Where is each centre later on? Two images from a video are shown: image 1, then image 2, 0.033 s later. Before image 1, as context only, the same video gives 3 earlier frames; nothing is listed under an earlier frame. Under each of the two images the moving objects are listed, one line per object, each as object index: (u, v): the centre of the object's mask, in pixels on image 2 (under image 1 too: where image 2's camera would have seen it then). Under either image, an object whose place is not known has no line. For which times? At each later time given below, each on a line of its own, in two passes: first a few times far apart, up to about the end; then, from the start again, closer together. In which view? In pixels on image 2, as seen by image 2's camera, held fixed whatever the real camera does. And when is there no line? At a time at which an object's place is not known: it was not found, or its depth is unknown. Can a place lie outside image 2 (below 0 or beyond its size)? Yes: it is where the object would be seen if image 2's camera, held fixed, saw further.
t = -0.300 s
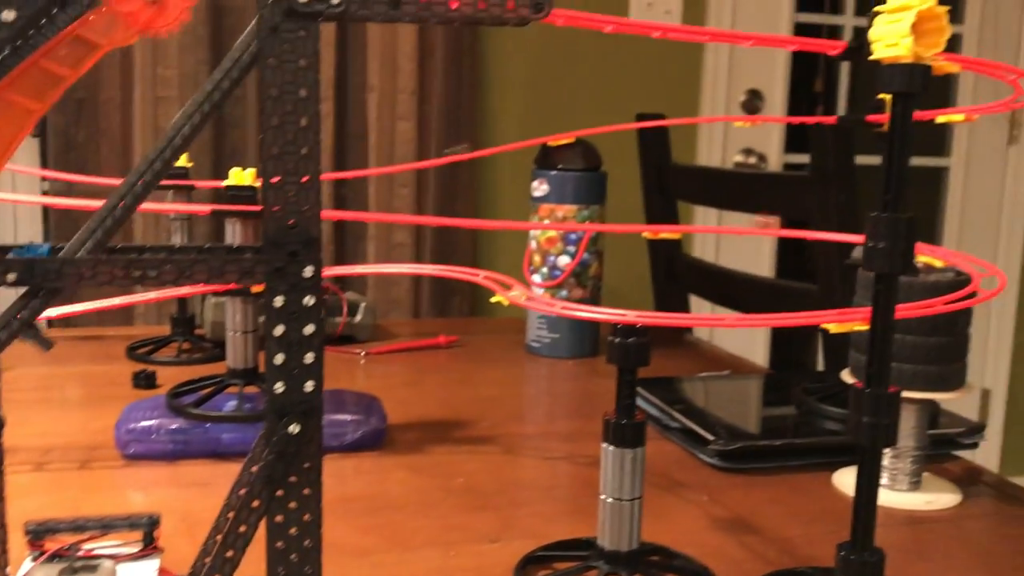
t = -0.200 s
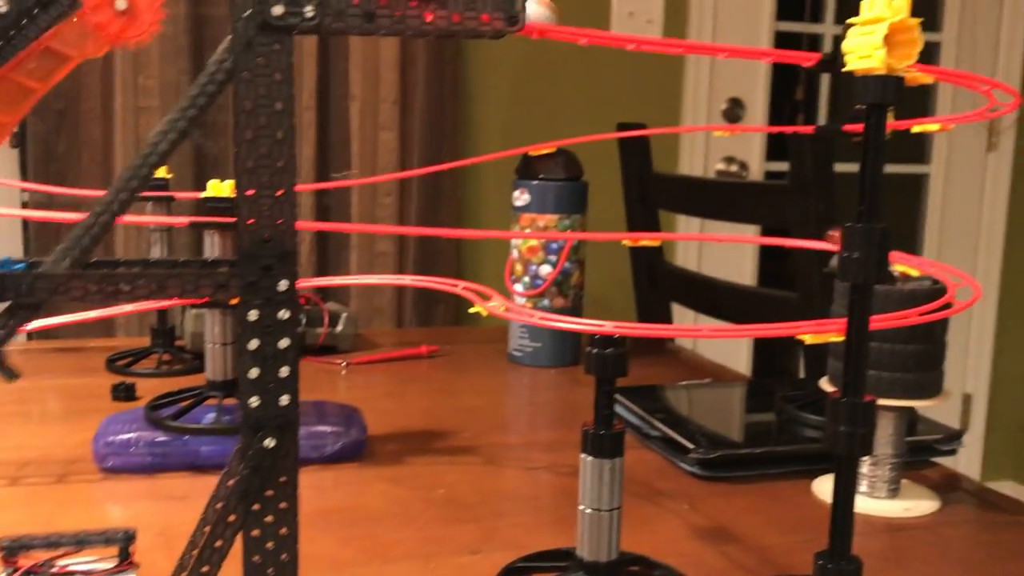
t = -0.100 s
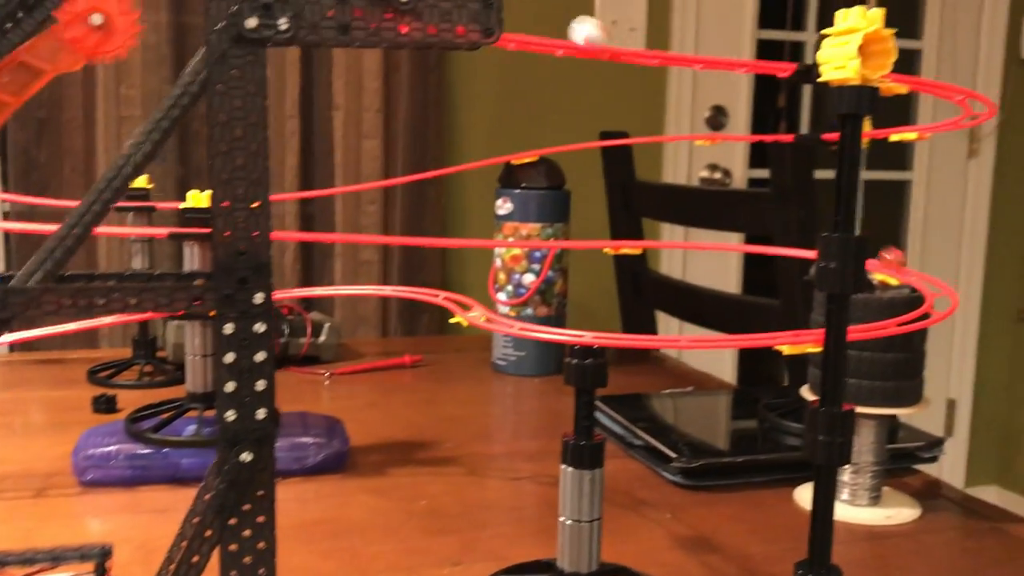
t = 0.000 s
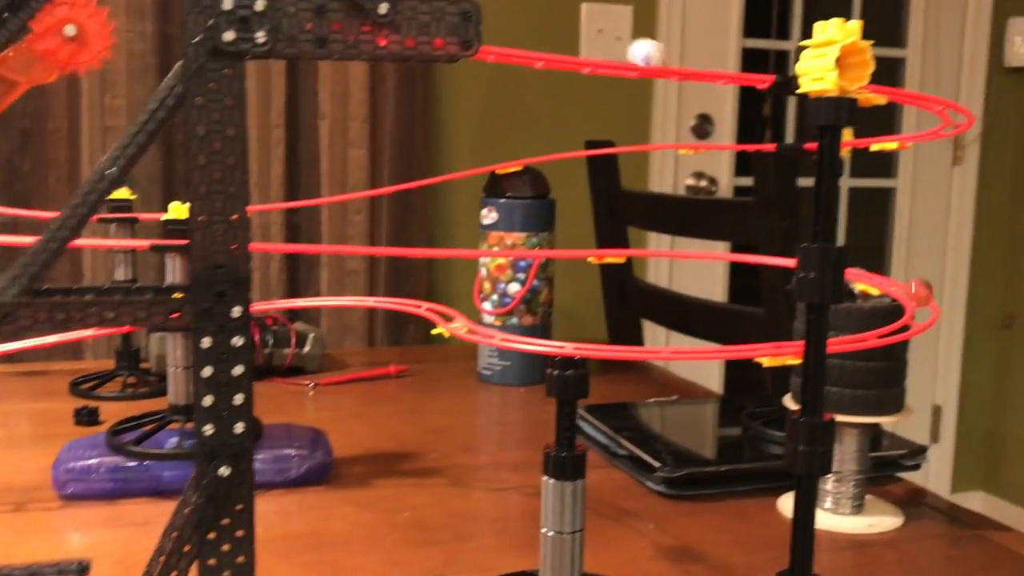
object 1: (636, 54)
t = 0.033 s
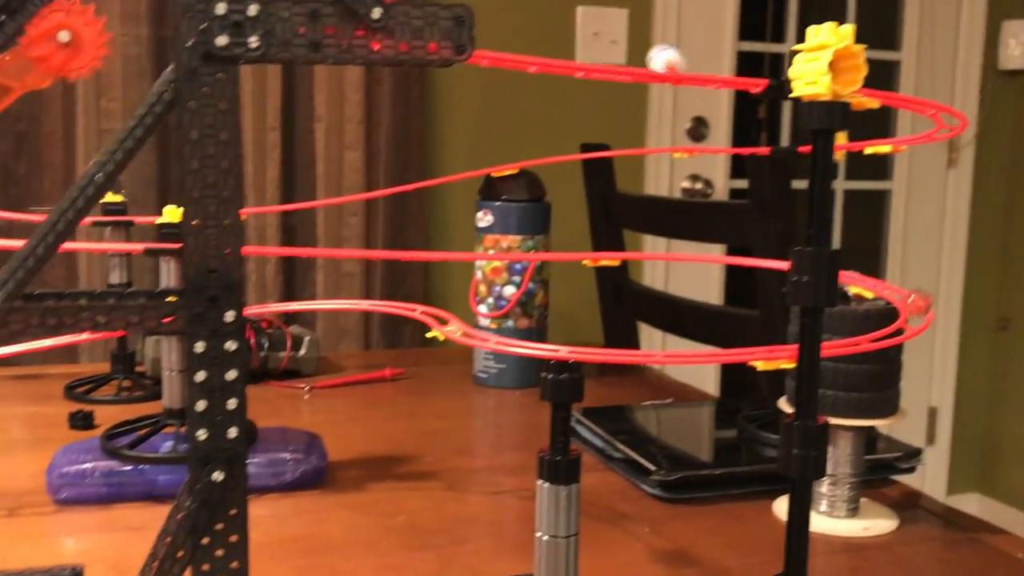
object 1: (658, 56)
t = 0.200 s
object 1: (777, 70)
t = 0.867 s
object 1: (770, 145)
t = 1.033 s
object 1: (700, 143)
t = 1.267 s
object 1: (613, 147)
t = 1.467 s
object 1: (479, 165)
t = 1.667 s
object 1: (311, 197)
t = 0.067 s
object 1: (685, 60)
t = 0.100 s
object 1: (710, 62)
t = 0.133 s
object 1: (735, 65)
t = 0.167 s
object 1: (759, 68)
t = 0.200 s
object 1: (777, 70)
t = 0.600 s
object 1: (927, 133)
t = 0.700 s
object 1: (873, 138)
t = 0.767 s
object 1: (832, 142)
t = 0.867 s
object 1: (770, 145)
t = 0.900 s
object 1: (758, 144)
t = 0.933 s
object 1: (743, 144)
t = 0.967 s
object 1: (729, 144)
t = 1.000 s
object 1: (713, 144)
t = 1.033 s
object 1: (700, 143)
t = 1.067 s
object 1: (689, 143)
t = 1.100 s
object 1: (678, 143)
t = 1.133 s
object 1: (668, 143)
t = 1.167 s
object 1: (657, 144)
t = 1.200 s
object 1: (643, 145)
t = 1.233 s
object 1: (631, 145)
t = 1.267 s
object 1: (613, 147)
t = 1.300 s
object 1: (593, 148)
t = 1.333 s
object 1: (570, 151)
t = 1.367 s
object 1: (548, 153)
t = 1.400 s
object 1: (525, 156)
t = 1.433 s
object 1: (502, 160)
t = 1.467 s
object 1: (479, 165)
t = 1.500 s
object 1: (454, 170)
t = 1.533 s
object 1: (429, 176)
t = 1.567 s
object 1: (401, 182)
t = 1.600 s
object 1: (373, 188)
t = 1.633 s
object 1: (342, 193)
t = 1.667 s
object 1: (311, 197)
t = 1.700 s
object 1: (280, 201)
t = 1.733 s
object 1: (243, 204)
